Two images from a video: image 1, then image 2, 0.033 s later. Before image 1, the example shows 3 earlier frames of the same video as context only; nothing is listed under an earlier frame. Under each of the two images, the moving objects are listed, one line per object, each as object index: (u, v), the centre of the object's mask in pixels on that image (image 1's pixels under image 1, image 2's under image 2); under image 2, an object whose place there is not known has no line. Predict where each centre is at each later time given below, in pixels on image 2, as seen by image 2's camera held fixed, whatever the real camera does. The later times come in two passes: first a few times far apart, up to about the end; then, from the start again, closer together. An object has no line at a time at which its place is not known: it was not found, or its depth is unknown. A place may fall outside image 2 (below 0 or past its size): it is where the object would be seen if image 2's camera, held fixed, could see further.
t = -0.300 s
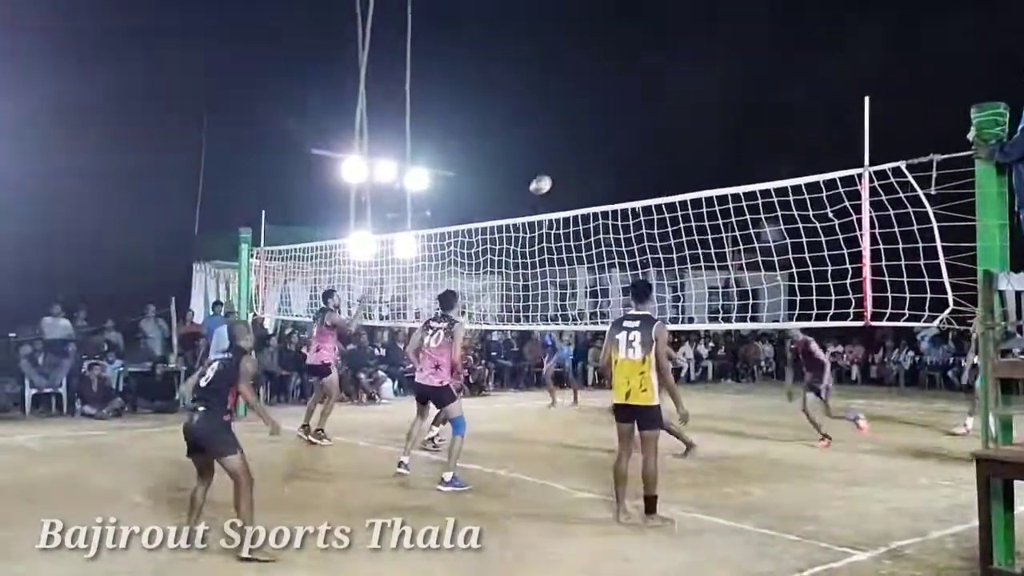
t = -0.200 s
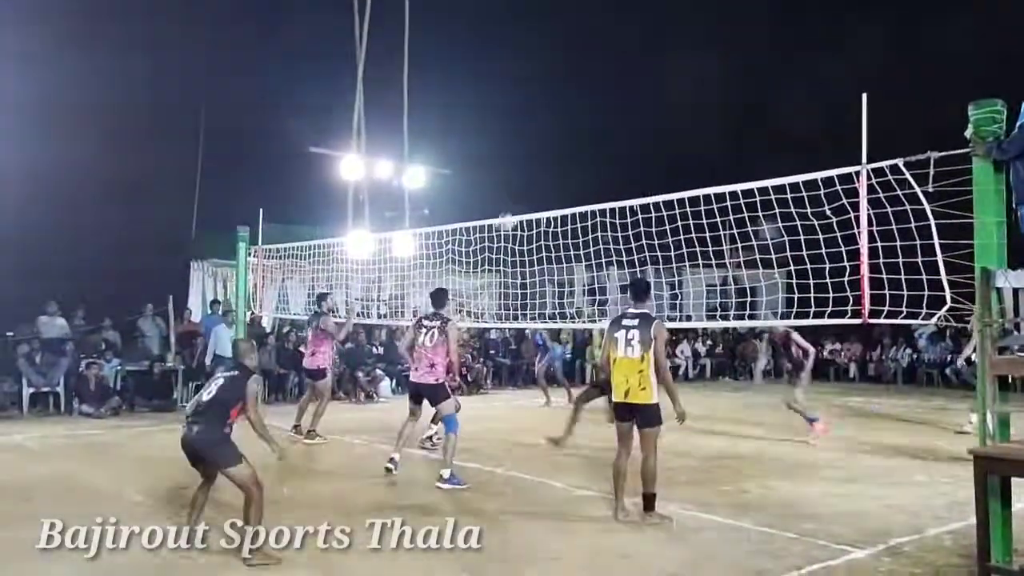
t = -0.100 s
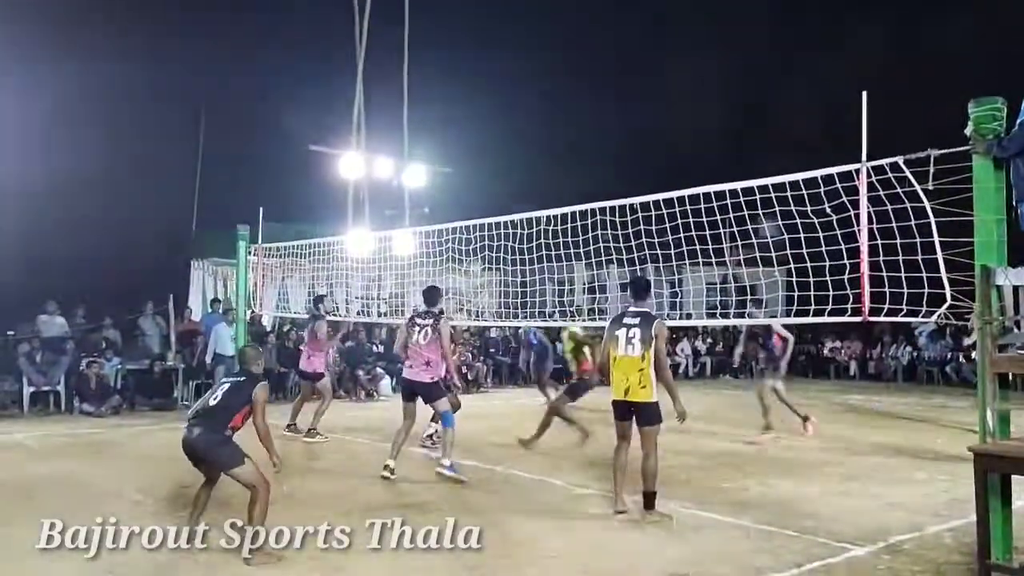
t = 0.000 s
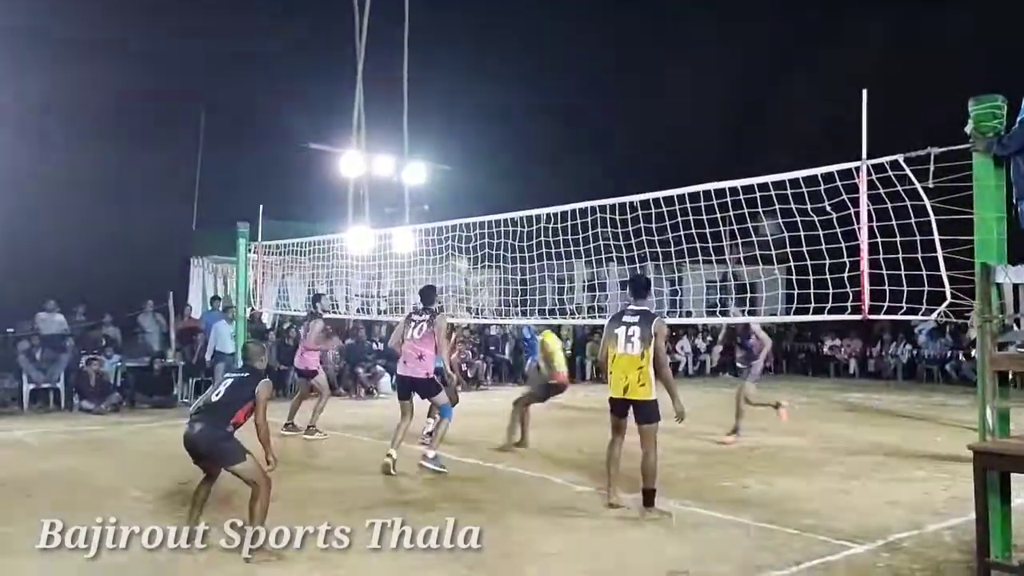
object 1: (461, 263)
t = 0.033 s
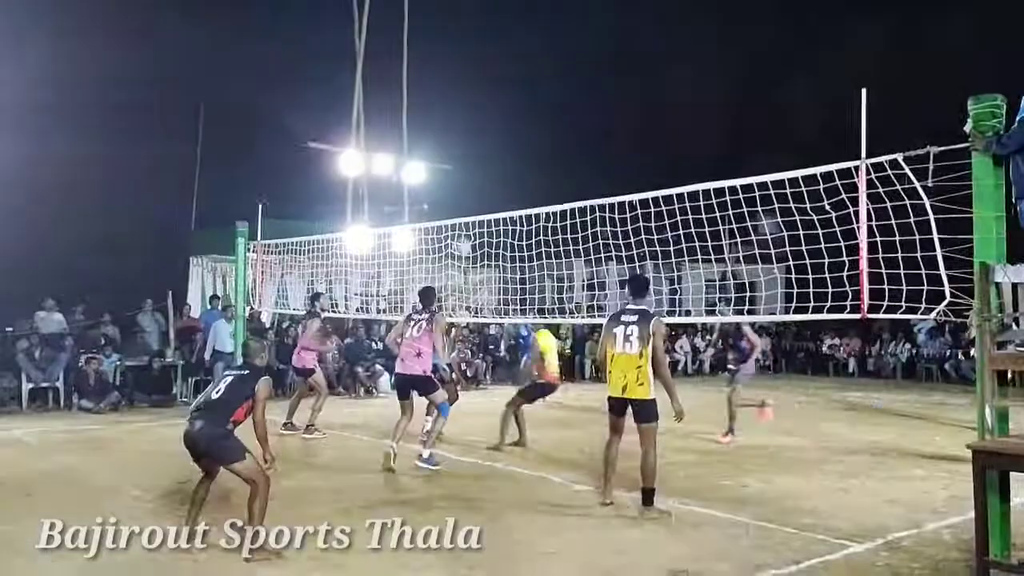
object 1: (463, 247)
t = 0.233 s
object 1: (479, 162)
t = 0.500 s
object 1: (505, 99)
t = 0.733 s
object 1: (527, 95)
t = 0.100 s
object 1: (467, 213)
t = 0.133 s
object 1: (470, 200)
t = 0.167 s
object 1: (474, 187)
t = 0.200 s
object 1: (476, 174)
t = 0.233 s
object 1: (479, 162)
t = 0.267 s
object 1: (483, 151)
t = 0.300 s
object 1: (486, 141)
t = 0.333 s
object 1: (489, 132)
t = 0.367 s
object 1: (492, 123)
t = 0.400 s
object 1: (495, 116)
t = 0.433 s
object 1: (498, 109)
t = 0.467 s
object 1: (501, 104)
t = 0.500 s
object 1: (505, 99)
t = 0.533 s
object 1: (508, 96)
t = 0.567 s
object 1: (511, 93)
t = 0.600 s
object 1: (514, 91)
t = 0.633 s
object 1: (518, 91)
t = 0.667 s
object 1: (521, 91)
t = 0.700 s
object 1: (524, 92)
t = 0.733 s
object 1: (527, 95)
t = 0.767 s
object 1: (531, 98)
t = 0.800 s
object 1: (534, 103)
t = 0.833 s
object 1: (538, 109)
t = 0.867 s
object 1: (541, 116)
